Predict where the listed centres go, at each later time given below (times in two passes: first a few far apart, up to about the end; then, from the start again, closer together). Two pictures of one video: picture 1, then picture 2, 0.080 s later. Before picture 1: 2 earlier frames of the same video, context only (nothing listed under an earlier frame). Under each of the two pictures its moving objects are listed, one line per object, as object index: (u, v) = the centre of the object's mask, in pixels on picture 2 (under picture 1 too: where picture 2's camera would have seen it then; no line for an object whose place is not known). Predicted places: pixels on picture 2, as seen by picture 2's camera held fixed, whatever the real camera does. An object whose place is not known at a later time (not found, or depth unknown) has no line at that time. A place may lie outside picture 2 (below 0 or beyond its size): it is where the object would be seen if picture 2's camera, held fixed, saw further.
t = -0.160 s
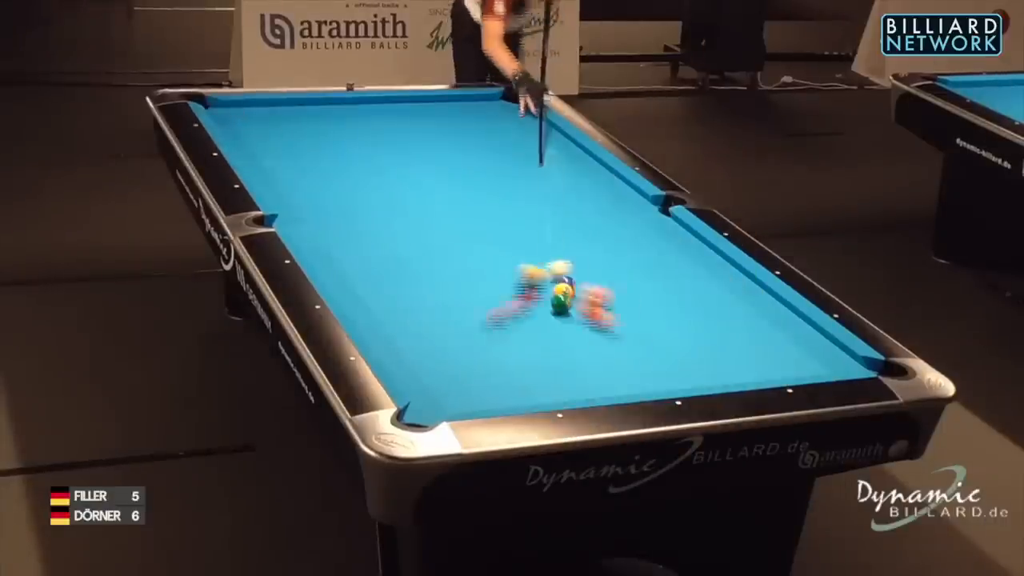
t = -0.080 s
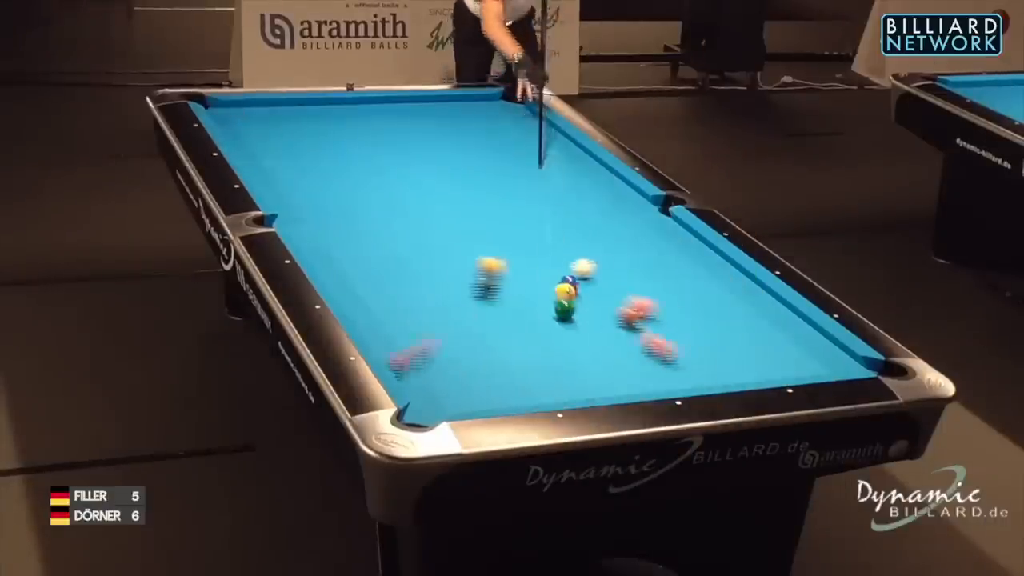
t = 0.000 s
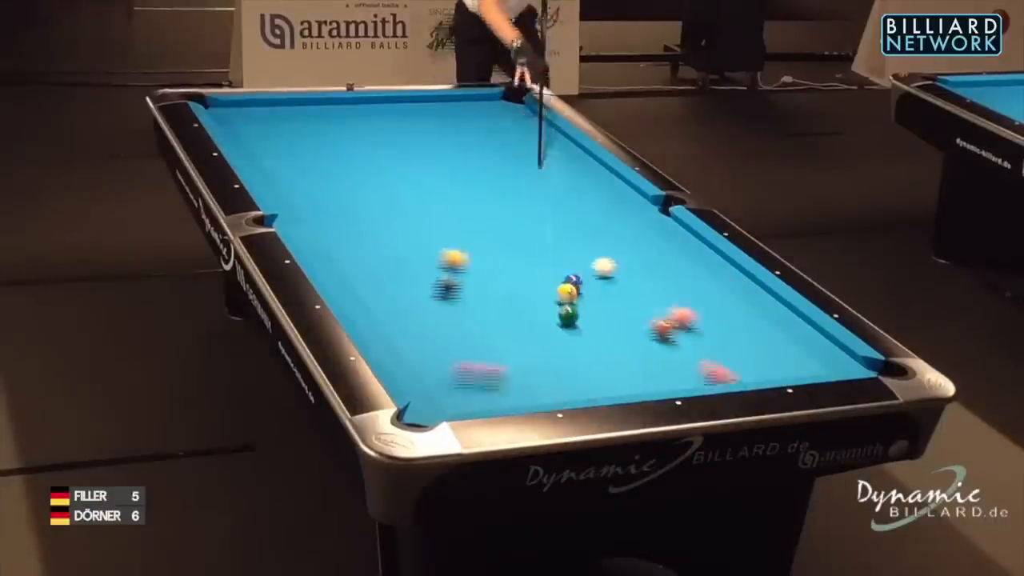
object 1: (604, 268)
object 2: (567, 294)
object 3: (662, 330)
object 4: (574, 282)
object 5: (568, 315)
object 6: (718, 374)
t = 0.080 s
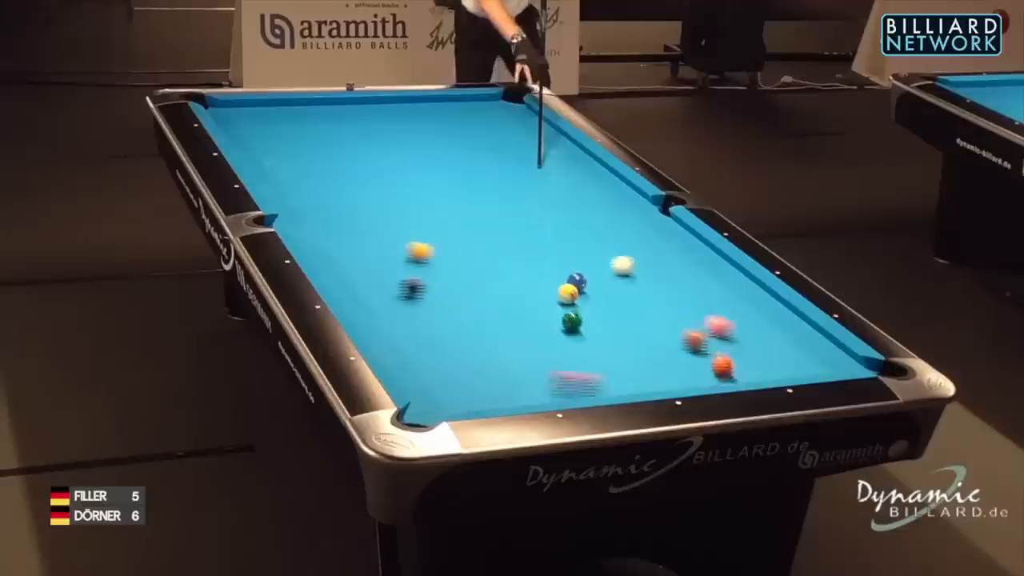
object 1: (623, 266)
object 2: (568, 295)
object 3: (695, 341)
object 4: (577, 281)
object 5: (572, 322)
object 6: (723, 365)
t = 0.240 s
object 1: (659, 263)
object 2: (570, 295)
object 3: (740, 328)
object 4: (583, 281)
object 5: (579, 333)
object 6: (731, 363)
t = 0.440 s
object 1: (703, 259)
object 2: (572, 295)
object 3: (783, 307)
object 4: (590, 280)
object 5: (588, 348)
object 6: (816, 334)
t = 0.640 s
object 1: (700, 253)
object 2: (574, 295)
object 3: (735, 304)
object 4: (597, 278)
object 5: (597, 363)
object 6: (742, 322)
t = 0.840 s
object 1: (667, 244)
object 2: (574, 295)
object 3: (690, 302)
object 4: (602, 277)
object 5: (606, 378)
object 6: (668, 312)
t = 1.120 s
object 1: (624, 232)
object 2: (565, 290)
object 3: (629, 297)
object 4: (608, 275)
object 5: (612, 388)
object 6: (578, 303)
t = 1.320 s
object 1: (594, 224)
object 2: (543, 278)
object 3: (587, 293)
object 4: (612, 274)
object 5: (601, 382)
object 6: (534, 308)
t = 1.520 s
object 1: (566, 216)
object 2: (523, 268)
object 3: (546, 291)
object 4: (615, 274)
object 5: (590, 375)
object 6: (491, 312)
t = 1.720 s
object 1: (539, 209)
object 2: (503, 257)
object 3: (506, 288)
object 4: (617, 273)
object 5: (580, 367)
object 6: (447, 316)
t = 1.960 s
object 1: (509, 201)
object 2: (482, 246)
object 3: (460, 284)
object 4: (619, 273)
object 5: (570, 359)
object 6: (396, 321)
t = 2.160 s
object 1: (484, 195)
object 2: (465, 237)
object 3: (422, 281)
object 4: (619, 273)
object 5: (562, 353)
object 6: (373, 325)
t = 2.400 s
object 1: (457, 188)
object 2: (446, 227)
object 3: (379, 278)
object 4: (619, 273)
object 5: (554, 346)
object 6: (406, 327)
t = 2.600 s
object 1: (436, 182)
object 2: (431, 219)
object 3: (344, 276)
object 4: (617, 272)
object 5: (548, 342)
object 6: (431, 329)
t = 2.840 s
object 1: (412, 176)
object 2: (415, 210)
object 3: (343, 272)
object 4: (597, 268)
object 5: (542, 337)
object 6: (461, 331)
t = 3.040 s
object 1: (393, 171)
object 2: (402, 204)
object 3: (359, 269)
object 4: (583, 265)
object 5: (537, 333)
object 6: (483, 332)
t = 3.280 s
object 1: (372, 166)
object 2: (388, 196)
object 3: (378, 265)
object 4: (567, 262)
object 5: (532, 330)
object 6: (509, 334)
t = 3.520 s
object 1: (353, 160)
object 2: (375, 190)
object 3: (395, 262)
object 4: (553, 258)
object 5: (528, 323)
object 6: (532, 336)
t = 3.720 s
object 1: (338, 156)
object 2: (366, 184)
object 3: (408, 259)
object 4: (542, 256)
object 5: (527, 325)
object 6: (551, 337)
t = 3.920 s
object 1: (324, 153)
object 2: (357, 179)
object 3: (421, 256)
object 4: (532, 254)
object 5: (526, 324)
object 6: (569, 339)
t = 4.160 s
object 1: (308, 148)
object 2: (347, 174)
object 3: (433, 254)
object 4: (521, 251)
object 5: (525, 323)
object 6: (588, 340)
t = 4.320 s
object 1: (298, 146)
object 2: (342, 171)
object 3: (441, 252)
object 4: (515, 250)
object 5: (526, 323)
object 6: (599, 341)
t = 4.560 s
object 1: (285, 142)
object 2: (333, 166)
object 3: (451, 250)
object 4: (506, 247)
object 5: (526, 323)
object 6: (615, 342)
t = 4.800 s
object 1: (273, 139)
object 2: (326, 162)
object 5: (526, 323)
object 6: (630, 343)
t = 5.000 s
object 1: (264, 136)
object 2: (321, 159)
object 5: (526, 323)
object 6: (640, 344)
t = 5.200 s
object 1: (255, 134)
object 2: (316, 157)
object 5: (526, 323)
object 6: (650, 345)
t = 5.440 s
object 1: (246, 131)
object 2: (312, 154)
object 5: (526, 323)
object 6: (659, 346)
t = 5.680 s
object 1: (239, 129)
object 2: (307, 151)
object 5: (526, 323)
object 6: (667, 346)
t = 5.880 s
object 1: (234, 127)
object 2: (304, 150)
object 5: (526, 323)
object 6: (673, 347)
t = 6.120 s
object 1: (229, 126)
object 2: (303, 148)
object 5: (526, 323)
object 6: (677, 347)
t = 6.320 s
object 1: (226, 124)
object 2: (302, 147)
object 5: (526, 323)
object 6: (680, 347)
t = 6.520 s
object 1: (224, 123)
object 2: (301, 146)
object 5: (526, 323)
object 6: (681, 347)
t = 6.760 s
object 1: (222, 123)
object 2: (301, 146)
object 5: (526, 323)
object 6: (681, 347)
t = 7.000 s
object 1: (222, 122)
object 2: (300, 146)
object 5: (526, 323)
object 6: (681, 347)
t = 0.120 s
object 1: (632, 265)
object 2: (568, 294)
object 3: (709, 342)
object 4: (579, 281)
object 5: (573, 325)
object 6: (718, 357)
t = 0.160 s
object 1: (641, 264)
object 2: (569, 295)
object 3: (722, 339)
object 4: (580, 281)
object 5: (575, 327)
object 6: (719, 361)
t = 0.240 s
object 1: (659, 263)
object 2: (570, 295)
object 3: (740, 328)
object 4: (583, 281)
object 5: (579, 333)
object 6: (731, 363)
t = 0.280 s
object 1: (668, 262)
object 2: (571, 295)
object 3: (750, 322)
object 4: (585, 281)
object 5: (581, 336)
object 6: (749, 357)
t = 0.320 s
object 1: (677, 262)
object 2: (571, 295)
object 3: (759, 317)
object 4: (586, 280)
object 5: (583, 339)
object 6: (769, 351)
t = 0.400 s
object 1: (694, 260)
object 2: (572, 295)
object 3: (780, 310)
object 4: (589, 280)
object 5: (586, 345)
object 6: (803, 338)
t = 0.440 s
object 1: (703, 259)
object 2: (572, 295)
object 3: (783, 307)
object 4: (590, 280)
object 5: (588, 348)
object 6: (816, 334)
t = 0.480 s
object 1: (711, 259)
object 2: (573, 295)
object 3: (772, 307)
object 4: (592, 279)
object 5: (590, 351)
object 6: (805, 331)
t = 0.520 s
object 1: (719, 258)
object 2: (573, 295)
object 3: (763, 306)
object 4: (593, 279)
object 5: (592, 354)
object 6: (787, 328)
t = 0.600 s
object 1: (707, 254)
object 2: (573, 295)
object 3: (744, 304)
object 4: (595, 278)
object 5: (595, 359)
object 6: (756, 324)
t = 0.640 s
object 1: (700, 253)
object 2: (574, 295)
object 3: (735, 304)
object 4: (597, 278)
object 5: (597, 363)
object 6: (742, 322)
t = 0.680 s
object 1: (693, 251)
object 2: (574, 295)
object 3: (726, 303)
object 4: (598, 278)
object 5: (599, 366)
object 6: (727, 320)
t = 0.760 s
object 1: (680, 247)
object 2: (574, 295)
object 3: (708, 302)
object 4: (600, 277)
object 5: (602, 372)
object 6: (697, 317)
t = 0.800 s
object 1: (673, 245)
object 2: (574, 295)
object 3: (700, 301)
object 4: (601, 277)
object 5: (604, 375)
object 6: (682, 314)
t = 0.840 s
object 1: (667, 244)
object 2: (574, 295)
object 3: (690, 302)
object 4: (602, 277)
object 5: (606, 378)
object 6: (668, 312)
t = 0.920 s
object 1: (655, 240)
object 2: (574, 295)
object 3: (673, 300)
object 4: (604, 276)
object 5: (609, 384)
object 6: (640, 309)
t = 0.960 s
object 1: (648, 238)
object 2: (574, 295)
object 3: (664, 300)
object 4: (605, 276)
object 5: (611, 385)
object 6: (626, 307)
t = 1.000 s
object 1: (642, 237)
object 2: (574, 295)
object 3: (655, 299)
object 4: (606, 276)
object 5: (612, 387)
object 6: (612, 305)
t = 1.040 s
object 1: (636, 235)
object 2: (574, 295)
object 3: (647, 298)
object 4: (607, 275)
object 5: (614, 389)
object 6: (598, 303)
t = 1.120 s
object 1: (624, 232)
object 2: (565, 290)
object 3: (629, 297)
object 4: (608, 275)
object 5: (612, 388)
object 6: (578, 303)
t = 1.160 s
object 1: (617, 230)
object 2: (561, 287)
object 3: (621, 296)
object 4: (609, 275)
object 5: (610, 388)
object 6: (569, 304)
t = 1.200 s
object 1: (612, 229)
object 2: (557, 285)
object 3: (613, 295)
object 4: (610, 274)
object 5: (607, 387)
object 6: (560, 305)
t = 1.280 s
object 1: (600, 225)
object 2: (548, 281)
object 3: (595, 294)
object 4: (611, 274)
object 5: (603, 384)
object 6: (543, 306)
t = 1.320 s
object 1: (594, 224)
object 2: (543, 278)
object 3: (587, 293)
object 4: (612, 274)
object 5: (601, 382)
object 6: (534, 308)
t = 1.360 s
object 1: (588, 223)
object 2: (539, 277)
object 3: (579, 293)
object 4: (613, 274)
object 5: (598, 381)
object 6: (526, 308)
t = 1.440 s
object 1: (577, 220)
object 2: (531, 272)
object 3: (563, 292)
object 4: (614, 274)
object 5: (594, 378)
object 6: (508, 310)
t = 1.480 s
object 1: (571, 218)
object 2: (527, 270)
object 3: (554, 291)
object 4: (615, 274)
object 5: (592, 376)
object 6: (499, 311)
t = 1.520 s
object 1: (566, 216)
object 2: (523, 268)
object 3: (546, 291)
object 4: (615, 274)
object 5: (590, 375)
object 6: (491, 312)
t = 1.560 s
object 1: (560, 215)
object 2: (519, 265)
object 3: (538, 290)
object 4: (616, 274)
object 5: (588, 373)
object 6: (482, 312)
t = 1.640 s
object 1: (550, 212)
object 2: (511, 261)
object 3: (522, 288)
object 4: (617, 273)
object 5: (584, 370)
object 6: (465, 314)
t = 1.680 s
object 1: (544, 211)
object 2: (507, 259)
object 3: (514, 288)
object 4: (617, 273)
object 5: (582, 369)
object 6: (456, 315)
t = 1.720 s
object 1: (539, 209)
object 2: (503, 257)
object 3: (506, 288)
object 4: (617, 273)
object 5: (580, 367)
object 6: (447, 316)
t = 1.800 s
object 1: (528, 207)
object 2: (496, 254)
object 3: (490, 286)
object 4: (618, 273)
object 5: (577, 364)
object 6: (431, 318)
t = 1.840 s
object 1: (523, 205)
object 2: (492, 252)
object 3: (482, 286)
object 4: (618, 273)
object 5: (575, 363)
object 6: (422, 318)
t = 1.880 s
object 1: (518, 204)
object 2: (489, 250)
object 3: (475, 285)
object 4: (618, 273)
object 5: (573, 361)
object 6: (413, 319)
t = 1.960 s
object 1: (509, 201)
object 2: (482, 246)
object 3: (460, 284)
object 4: (619, 273)
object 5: (570, 359)
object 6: (396, 321)
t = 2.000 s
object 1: (504, 200)
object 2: (478, 244)
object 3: (452, 284)
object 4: (619, 273)
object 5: (568, 358)
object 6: (388, 322)
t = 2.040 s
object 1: (499, 199)
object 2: (475, 242)
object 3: (444, 283)
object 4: (619, 272)
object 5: (567, 357)
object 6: (380, 322)
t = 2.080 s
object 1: (494, 198)
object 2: (471, 240)
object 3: (437, 283)
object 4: (619, 273)
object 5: (565, 355)
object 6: (371, 323)
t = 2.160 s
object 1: (484, 195)
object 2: (465, 237)
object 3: (422, 281)
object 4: (619, 273)
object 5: (562, 353)
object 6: (373, 325)
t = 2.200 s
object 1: (480, 194)
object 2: (461, 235)
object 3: (415, 281)
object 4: (619, 273)
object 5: (561, 352)
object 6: (378, 325)
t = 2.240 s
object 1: (475, 193)
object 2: (458, 234)
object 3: (408, 280)
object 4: (619, 273)
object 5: (559, 351)
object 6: (384, 325)
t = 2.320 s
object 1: (466, 191)
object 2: (452, 230)
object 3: (393, 279)
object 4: (619, 273)
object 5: (557, 349)
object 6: (395, 326)
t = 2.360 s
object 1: (462, 189)
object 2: (449, 229)
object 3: (386, 279)
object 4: (619, 272)
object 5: (555, 348)
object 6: (401, 326)
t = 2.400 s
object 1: (457, 188)
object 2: (446, 227)
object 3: (379, 278)
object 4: (619, 273)
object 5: (554, 346)
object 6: (406, 327)
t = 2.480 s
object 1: (449, 186)
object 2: (440, 224)
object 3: (365, 277)
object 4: (619, 273)
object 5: (551, 344)
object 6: (416, 327)
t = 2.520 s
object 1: (445, 184)
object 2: (437, 222)
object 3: (358, 277)
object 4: (619, 273)
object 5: (550, 344)
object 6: (421, 328)
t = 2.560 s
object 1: (440, 184)
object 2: (434, 221)
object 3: (351, 276)
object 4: (619, 273)
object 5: (549, 342)
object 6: (426, 328)
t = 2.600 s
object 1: (436, 182)
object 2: (431, 219)
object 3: (344, 276)
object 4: (617, 272)
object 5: (548, 342)
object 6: (431, 329)
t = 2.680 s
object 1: (428, 180)
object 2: (426, 216)
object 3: (332, 274)
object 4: (610, 271)
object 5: (546, 340)
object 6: (441, 329)
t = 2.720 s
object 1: (424, 179)
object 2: (423, 215)
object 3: (332, 273)
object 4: (607, 270)
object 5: (545, 339)
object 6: (446, 330)
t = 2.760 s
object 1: (420, 178)
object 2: (420, 213)
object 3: (335, 273)
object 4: (604, 269)
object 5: (544, 338)
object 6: (451, 330)
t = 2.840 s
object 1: (412, 176)
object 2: (415, 210)
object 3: (343, 272)
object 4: (597, 268)
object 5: (542, 337)
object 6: (461, 331)
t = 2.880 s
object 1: (408, 175)
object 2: (412, 209)
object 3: (346, 272)
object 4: (594, 267)
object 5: (541, 336)
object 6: (465, 331)
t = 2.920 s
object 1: (404, 174)
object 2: (410, 208)
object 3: (349, 271)
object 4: (591, 266)
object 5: (540, 335)
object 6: (470, 332)
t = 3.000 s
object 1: (397, 172)
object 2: (405, 205)
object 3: (356, 269)
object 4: (586, 266)
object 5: (538, 334)
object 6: (479, 332)
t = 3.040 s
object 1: (393, 171)
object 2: (402, 204)
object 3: (359, 269)
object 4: (583, 265)
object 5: (537, 333)
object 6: (483, 332)
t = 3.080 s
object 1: (390, 171)
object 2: (400, 202)
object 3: (363, 268)
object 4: (580, 264)
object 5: (536, 332)
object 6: (488, 333)
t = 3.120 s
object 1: (386, 169)
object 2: (398, 201)
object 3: (366, 268)
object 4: (577, 264)
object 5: (536, 332)
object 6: (492, 333)
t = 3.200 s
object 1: (379, 167)
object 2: (393, 199)
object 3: (372, 266)
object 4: (572, 263)
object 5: (534, 331)
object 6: (500, 334)
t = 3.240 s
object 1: (376, 167)
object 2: (391, 198)
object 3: (375, 266)
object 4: (569, 262)
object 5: (533, 330)
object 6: (505, 334)
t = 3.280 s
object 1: (372, 166)
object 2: (388, 196)
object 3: (378, 265)
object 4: (567, 262)
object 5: (532, 330)
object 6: (509, 334)
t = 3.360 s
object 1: (366, 164)
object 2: (384, 194)
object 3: (384, 264)
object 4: (562, 260)
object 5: (533, 328)
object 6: (518, 335)
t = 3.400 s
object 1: (362, 163)
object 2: (382, 193)
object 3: (387, 263)
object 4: (560, 260)
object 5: (533, 326)
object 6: (522, 335)
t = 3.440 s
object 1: (359, 162)
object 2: (380, 191)
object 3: (390, 262)
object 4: (557, 259)
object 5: (532, 323)
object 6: (526, 336)
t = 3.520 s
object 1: (353, 160)
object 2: (375, 190)
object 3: (395, 262)
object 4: (553, 258)
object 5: (528, 323)
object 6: (532, 336)
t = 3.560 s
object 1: (350, 160)
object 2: (373, 188)
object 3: (398, 261)
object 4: (550, 258)
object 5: (527, 324)
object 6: (536, 336)
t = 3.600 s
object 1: (346, 159)
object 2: (371, 187)
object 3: (401, 261)
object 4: (548, 257)
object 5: (527, 325)
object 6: (540, 337)
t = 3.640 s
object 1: (344, 158)
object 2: (369, 186)
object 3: (403, 260)
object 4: (546, 257)
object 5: (527, 326)
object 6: (544, 337)
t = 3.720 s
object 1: (338, 156)
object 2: (366, 184)
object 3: (408, 259)
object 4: (542, 256)
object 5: (527, 325)
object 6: (551, 337)
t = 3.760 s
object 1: (335, 156)
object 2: (364, 183)
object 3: (411, 259)
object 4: (539, 256)
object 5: (527, 325)
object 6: (555, 338)
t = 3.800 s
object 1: (332, 155)
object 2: (362, 182)
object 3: (414, 258)
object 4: (538, 255)
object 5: (526, 325)
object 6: (559, 338)
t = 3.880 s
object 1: (326, 153)
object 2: (359, 180)
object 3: (418, 257)
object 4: (534, 254)
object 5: (526, 325)
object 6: (565, 339)
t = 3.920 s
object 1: (324, 153)
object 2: (357, 179)
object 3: (421, 256)
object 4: (532, 254)
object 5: (526, 324)
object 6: (569, 339)
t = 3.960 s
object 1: (321, 152)
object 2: (356, 178)
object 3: (423, 256)
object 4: (530, 253)
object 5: (526, 324)
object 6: (572, 339)
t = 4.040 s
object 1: (316, 150)
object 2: (352, 176)
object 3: (427, 256)
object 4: (526, 252)
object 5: (525, 324)
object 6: (579, 340)
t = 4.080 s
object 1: (313, 149)
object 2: (350, 175)
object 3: (429, 255)
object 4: (525, 252)
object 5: (525, 323)
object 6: (582, 339)
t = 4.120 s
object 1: (311, 149)
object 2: (349, 175)
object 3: (431, 255)
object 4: (523, 251)
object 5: (525, 323)
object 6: (585, 340)
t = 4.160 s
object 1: (308, 148)
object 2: (347, 174)
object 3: (433, 254)
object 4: (521, 251)
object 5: (525, 323)
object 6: (588, 340)
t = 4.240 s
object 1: (303, 147)
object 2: (344, 172)
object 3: (437, 253)
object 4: (518, 250)
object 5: (525, 323)
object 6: (593, 341)
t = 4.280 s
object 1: (301, 146)
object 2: (343, 171)
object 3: (439, 253)
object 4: (516, 250)
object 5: (525, 323)
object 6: (597, 341)
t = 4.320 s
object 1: (298, 146)
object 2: (342, 171)
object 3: (441, 252)
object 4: (515, 250)
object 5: (526, 323)
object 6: (599, 341)
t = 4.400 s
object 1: (294, 144)
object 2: (339, 169)
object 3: (444, 252)
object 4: (512, 249)
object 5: (526, 323)
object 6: (605, 342)
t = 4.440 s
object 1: (292, 144)
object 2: (338, 168)
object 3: (446, 251)
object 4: (510, 248)
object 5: (526, 323)
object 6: (608, 342)
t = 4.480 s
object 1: (289, 143)
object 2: (336, 167)
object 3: (448, 251)
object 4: (509, 248)
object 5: (526, 323)
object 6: (610, 342)
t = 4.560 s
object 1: (285, 142)
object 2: (333, 166)
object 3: (451, 250)
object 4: (506, 247)
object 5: (526, 323)
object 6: (615, 342)
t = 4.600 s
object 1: (283, 141)
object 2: (332, 165)
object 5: (526, 323)
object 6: (618, 342)
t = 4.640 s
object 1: (281, 141)
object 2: (331, 165)
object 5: (526, 323)
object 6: (620, 343)
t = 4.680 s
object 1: (279, 140)
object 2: (329, 164)
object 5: (526, 323)
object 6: (623, 343)
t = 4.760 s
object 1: (275, 139)
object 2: (327, 163)
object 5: (526, 323)
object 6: (628, 343)
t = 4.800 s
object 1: (273, 139)
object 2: (326, 162)
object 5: (526, 323)
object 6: (630, 343)
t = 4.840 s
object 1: (271, 138)
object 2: (325, 162)
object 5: (526, 323)
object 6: (632, 343)
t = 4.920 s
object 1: (267, 137)
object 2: (323, 161)
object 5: (526, 323)
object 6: (636, 344)
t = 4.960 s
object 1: (266, 137)
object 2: (322, 160)
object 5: (526, 323)
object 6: (638, 344)
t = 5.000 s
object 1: (264, 136)
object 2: (321, 159)
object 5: (526, 323)
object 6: (640, 344)
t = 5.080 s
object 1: (261, 135)
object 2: (319, 158)
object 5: (526, 323)
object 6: (644, 344)
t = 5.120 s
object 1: (258, 135)
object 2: (318, 158)
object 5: (526, 323)
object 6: (646, 344)
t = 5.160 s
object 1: (257, 134)
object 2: (317, 157)
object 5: (526, 323)
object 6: (648, 345)
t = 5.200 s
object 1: (255, 134)
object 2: (316, 157)
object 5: (526, 323)
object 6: (650, 345)
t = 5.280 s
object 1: (252, 133)
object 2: (314, 156)
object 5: (526, 323)
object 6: (653, 345)
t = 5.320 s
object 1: (251, 132)
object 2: (314, 155)
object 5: (526, 323)
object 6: (655, 345)
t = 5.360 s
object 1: (249, 132)
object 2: (313, 155)
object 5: (526, 323)
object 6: (656, 345)
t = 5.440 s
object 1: (246, 131)
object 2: (312, 154)
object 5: (526, 323)
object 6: (659, 346)
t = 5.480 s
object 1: (245, 131)
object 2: (311, 153)
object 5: (526, 323)
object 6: (661, 346)
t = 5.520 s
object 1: (244, 131)
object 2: (310, 153)
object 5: (526, 323)
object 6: (662, 346)
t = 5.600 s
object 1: (241, 130)
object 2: (309, 152)
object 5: (526, 323)
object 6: (665, 346)
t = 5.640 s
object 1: (240, 129)
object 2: (308, 152)
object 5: (526, 323)
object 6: (666, 346)
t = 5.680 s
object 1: (239, 129)
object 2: (307, 151)
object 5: (526, 323)
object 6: (667, 346)
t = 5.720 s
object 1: (238, 129)
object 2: (307, 151)
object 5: (526, 323)
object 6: (668, 346)
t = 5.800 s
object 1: (236, 128)
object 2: (305, 150)
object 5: (526, 323)
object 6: (670, 346)
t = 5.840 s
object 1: (235, 128)
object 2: (305, 150)
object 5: (526, 323)
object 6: (671, 347)
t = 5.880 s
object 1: (234, 127)
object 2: (304, 150)
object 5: (526, 323)
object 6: (673, 347)
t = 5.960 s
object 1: (232, 127)
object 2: (304, 149)
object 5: (526, 323)
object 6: (674, 347)
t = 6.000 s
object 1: (231, 127)
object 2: (304, 149)
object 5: (526, 323)
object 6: (675, 347)
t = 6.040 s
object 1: (231, 126)
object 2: (303, 149)
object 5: (526, 323)
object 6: (676, 347)
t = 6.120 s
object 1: (229, 126)
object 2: (303, 148)
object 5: (526, 323)
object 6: (677, 347)
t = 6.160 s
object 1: (228, 125)
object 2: (302, 148)
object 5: (526, 323)
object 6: (678, 347)
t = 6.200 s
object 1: (228, 125)
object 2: (302, 148)
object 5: (526, 323)
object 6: (679, 347)
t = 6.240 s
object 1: (227, 125)
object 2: (302, 147)
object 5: (526, 323)
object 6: (679, 347)
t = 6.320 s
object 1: (226, 124)
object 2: (302, 147)
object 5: (526, 323)
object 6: (680, 347)
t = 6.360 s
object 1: (225, 124)
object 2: (301, 147)
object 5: (526, 323)
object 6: (681, 347)
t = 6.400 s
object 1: (225, 124)
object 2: (301, 147)
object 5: (526, 323)
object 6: (681, 347)
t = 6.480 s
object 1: (224, 123)
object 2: (301, 147)
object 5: (526, 323)
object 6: (681, 347)
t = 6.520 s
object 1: (224, 123)
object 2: (301, 146)
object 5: (526, 323)
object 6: (681, 347)
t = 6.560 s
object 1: (223, 123)
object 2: (301, 146)
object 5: (526, 323)
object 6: (681, 347)
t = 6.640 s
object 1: (223, 123)
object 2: (301, 146)
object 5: (526, 323)
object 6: (681, 347)
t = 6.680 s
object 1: (222, 123)
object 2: (301, 146)
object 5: (526, 323)
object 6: (681, 347)
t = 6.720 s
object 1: (222, 123)
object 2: (301, 146)
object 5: (526, 323)
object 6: (681, 347)
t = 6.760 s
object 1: (222, 123)
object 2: (301, 146)
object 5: (526, 323)
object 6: (681, 347)
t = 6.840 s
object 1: (223, 122)
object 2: (300, 146)
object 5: (526, 323)
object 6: (681, 347)
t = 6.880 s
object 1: (223, 122)
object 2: (300, 146)
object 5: (526, 323)
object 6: (681, 347)
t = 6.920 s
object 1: (223, 122)
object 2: (300, 146)
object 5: (526, 323)
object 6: (681, 347)
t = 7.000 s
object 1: (222, 122)
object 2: (300, 146)
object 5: (526, 323)
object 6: (681, 347)
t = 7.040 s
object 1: (222, 122)
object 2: (301, 145)
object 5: (526, 323)
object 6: (681, 347)
